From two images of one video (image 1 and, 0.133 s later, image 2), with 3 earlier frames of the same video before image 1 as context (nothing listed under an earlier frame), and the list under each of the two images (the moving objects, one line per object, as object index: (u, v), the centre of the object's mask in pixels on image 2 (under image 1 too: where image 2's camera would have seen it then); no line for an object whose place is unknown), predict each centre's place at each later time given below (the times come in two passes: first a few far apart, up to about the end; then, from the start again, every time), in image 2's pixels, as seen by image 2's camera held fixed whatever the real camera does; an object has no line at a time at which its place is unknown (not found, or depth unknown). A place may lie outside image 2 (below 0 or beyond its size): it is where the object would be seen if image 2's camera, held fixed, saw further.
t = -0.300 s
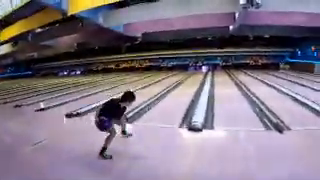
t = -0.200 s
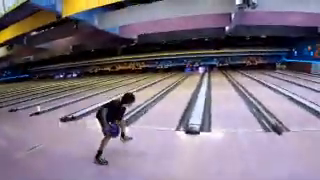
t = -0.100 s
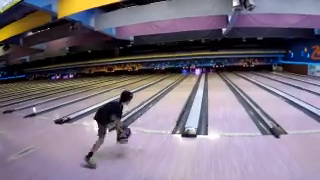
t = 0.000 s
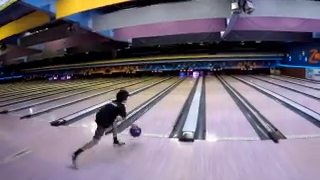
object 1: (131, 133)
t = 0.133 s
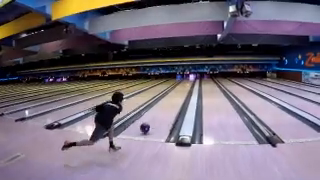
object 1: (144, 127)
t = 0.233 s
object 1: (151, 122)
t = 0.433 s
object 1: (162, 112)
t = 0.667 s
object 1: (168, 104)
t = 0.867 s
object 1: (171, 99)
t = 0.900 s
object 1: (171, 99)
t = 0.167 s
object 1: (147, 125)
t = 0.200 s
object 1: (149, 123)
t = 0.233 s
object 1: (151, 122)
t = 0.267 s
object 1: (153, 120)
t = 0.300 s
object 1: (155, 118)
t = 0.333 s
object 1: (157, 116)
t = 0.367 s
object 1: (159, 115)
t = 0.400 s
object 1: (160, 113)
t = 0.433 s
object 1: (162, 112)
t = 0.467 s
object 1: (163, 110)
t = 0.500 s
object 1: (164, 109)
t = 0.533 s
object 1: (165, 108)
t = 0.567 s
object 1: (166, 107)
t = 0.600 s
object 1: (167, 106)
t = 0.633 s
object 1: (167, 105)
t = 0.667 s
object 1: (168, 104)
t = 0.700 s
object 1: (169, 103)
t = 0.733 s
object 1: (169, 102)
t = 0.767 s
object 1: (169, 101)
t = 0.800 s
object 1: (170, 100)
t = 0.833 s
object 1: (170, 100)
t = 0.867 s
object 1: (171, 99)
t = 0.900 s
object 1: (171, 99)
